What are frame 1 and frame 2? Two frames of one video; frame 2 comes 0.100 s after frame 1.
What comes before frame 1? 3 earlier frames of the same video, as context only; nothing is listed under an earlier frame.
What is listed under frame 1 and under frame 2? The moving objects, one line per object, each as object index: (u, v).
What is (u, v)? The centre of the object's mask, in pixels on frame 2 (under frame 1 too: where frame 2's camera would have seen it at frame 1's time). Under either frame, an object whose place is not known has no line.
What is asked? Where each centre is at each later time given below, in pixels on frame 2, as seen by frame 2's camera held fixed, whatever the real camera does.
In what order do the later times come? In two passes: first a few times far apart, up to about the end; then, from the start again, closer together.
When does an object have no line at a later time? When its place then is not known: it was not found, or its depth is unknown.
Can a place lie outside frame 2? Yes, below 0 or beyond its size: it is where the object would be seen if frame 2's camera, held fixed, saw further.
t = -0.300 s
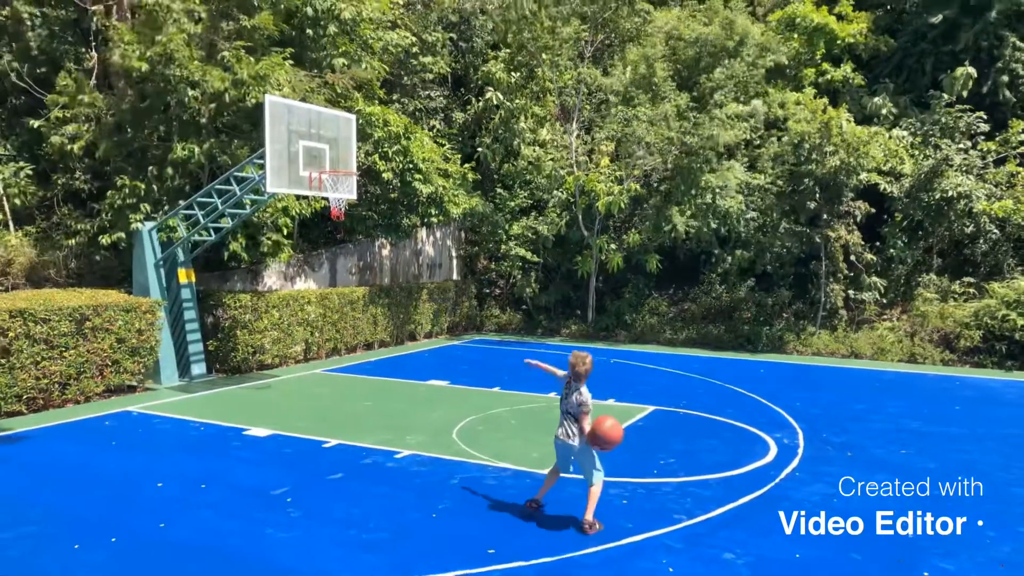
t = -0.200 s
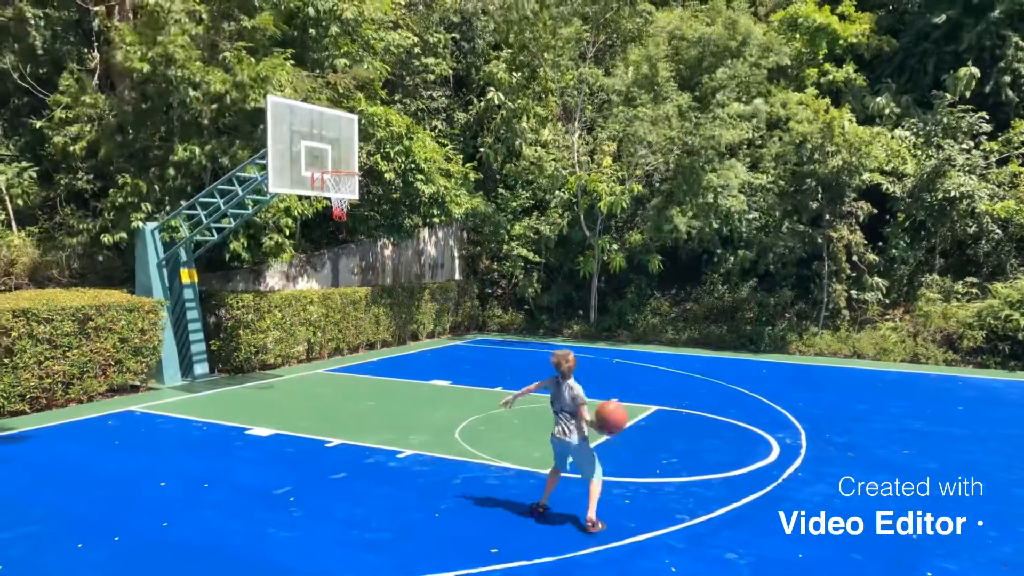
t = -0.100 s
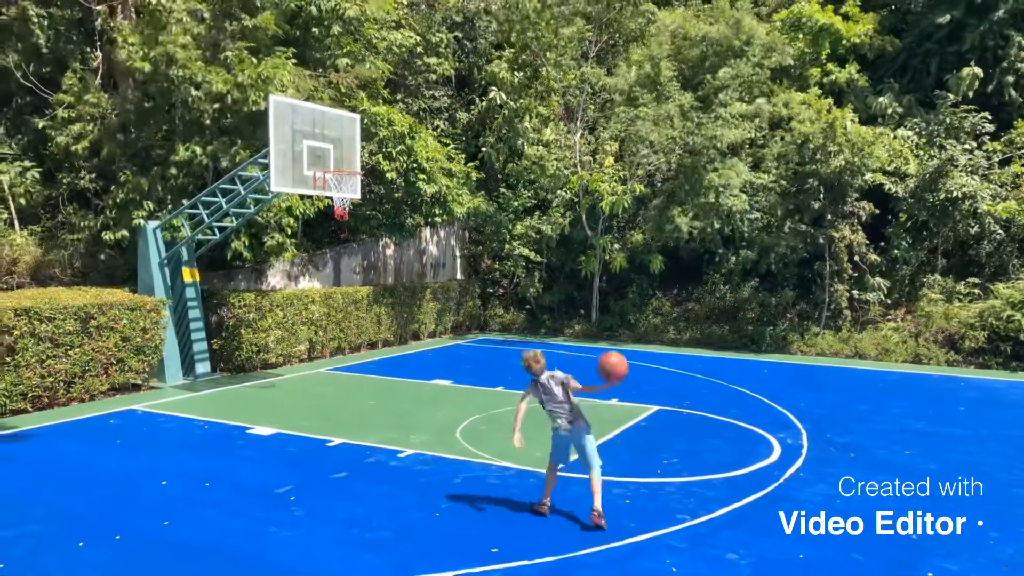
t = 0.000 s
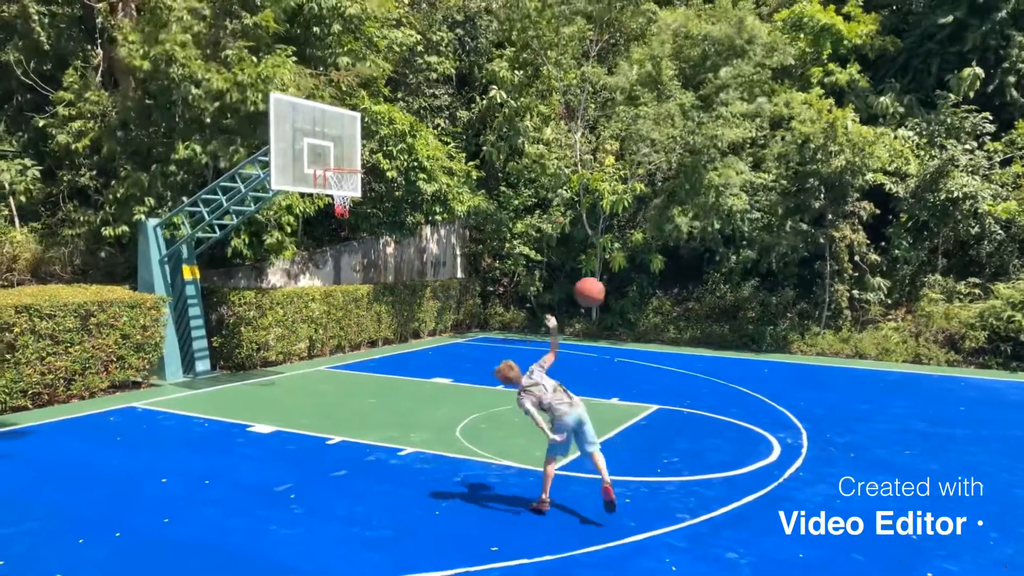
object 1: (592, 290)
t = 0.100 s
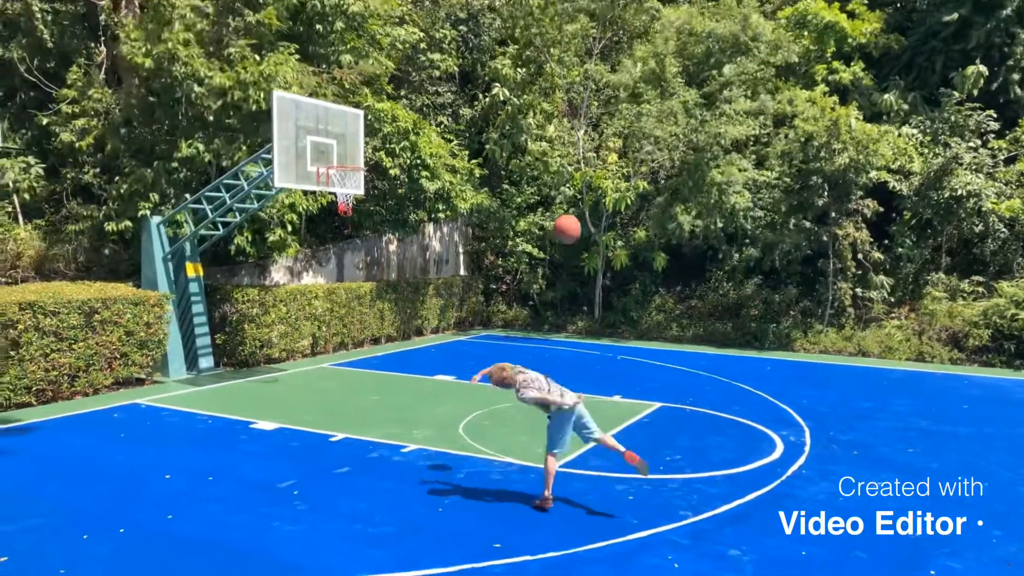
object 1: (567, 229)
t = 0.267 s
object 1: (530, 162)
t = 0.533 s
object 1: (478, 127)
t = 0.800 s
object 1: (436, 161)
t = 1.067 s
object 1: (398, 247)
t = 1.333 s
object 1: (366, 369)
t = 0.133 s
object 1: (559, 212)
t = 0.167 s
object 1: (551, 197)
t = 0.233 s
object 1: (536, 171)
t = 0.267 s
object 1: (530, 162)
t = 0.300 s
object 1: (523, 153)
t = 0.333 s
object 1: (517, 144)
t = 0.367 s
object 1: (510, 140)
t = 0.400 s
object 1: (503, 134)
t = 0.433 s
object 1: (497, 130)
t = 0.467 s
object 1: (491, 128)
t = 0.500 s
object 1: (484, 127)
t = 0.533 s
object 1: (478, 127)
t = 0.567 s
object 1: (473, 127)
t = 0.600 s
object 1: (467, 129)
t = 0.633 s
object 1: (462, 132)
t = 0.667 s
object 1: (456, 136)
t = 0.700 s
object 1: (451, 141)
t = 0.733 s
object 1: (446, 146)
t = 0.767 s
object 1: (440, 154)
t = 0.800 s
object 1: (436, 161)
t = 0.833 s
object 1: (431, 169)
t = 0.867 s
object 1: (425, 178)
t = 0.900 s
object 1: (421, 189)
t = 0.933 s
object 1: (416, 198)
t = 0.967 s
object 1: (412, 209)
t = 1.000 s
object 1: (407, 222)
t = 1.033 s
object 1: (403, 233)
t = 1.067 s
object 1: (398, 247)
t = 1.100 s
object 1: (395, 260)
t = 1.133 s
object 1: (389, 275)
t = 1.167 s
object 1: (386, 288)
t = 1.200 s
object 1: (382, 301)
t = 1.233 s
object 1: (377, 318)
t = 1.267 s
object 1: (374, 334)
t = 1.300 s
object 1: (370, 351)
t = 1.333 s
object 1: (366, 369)
